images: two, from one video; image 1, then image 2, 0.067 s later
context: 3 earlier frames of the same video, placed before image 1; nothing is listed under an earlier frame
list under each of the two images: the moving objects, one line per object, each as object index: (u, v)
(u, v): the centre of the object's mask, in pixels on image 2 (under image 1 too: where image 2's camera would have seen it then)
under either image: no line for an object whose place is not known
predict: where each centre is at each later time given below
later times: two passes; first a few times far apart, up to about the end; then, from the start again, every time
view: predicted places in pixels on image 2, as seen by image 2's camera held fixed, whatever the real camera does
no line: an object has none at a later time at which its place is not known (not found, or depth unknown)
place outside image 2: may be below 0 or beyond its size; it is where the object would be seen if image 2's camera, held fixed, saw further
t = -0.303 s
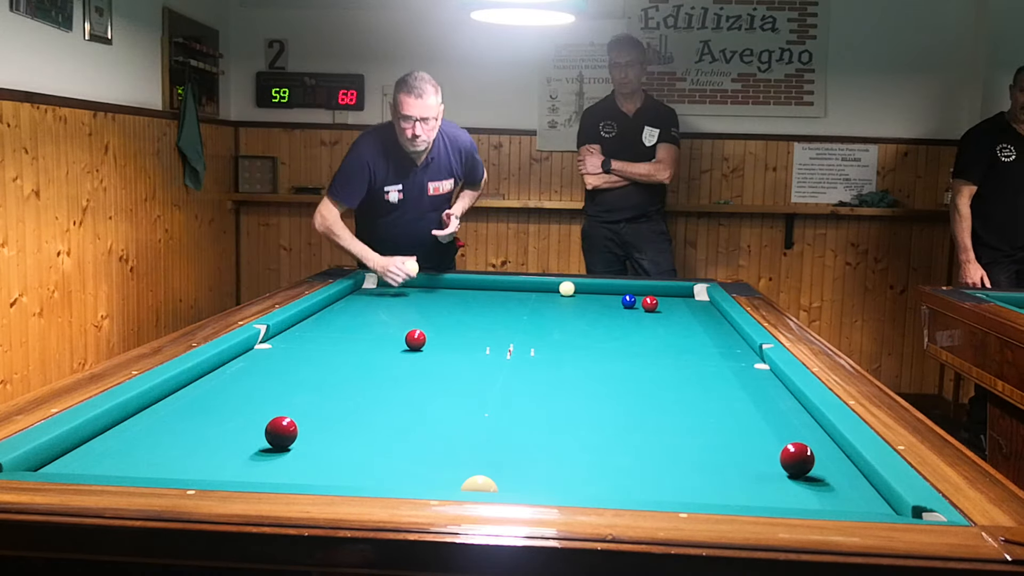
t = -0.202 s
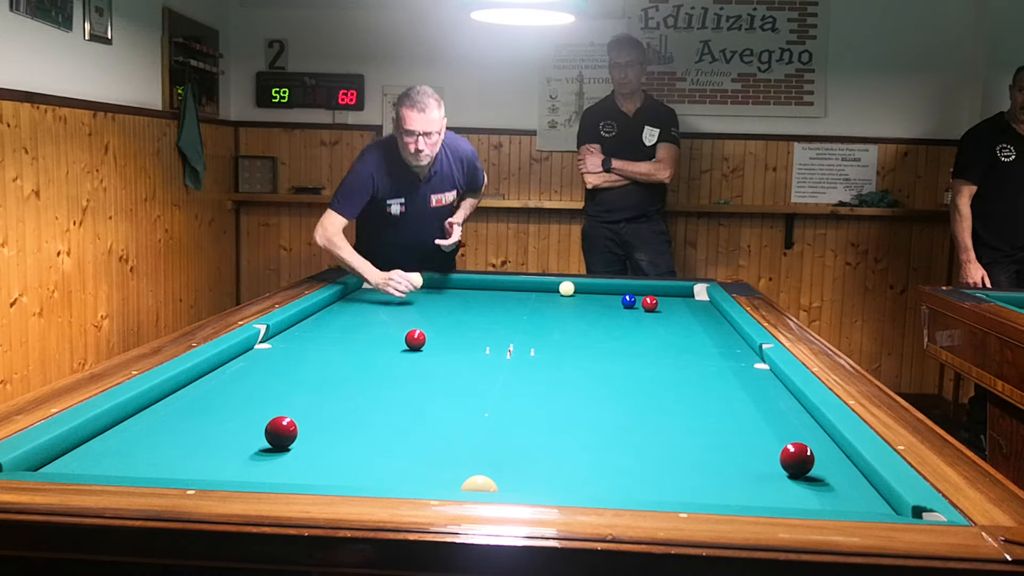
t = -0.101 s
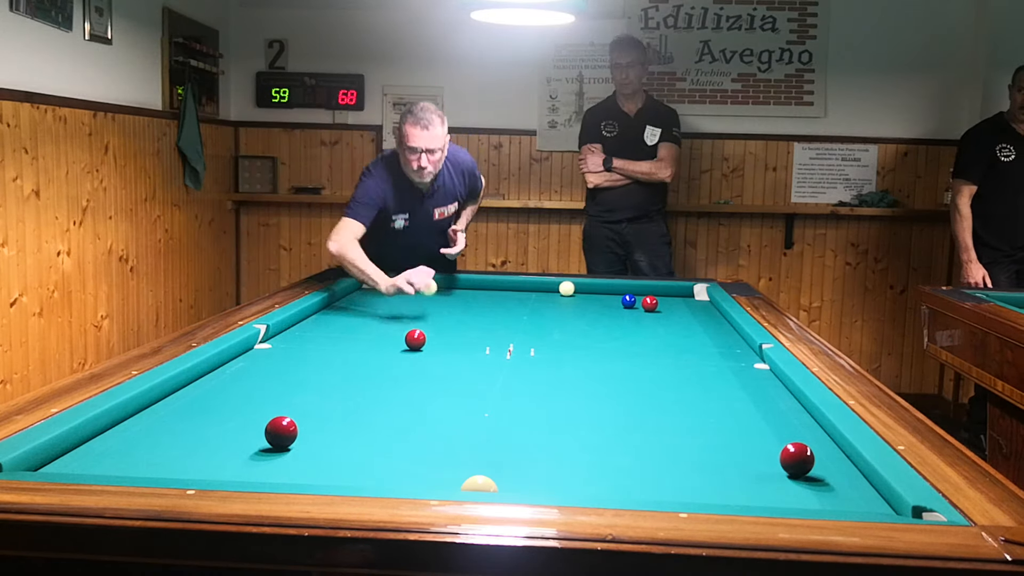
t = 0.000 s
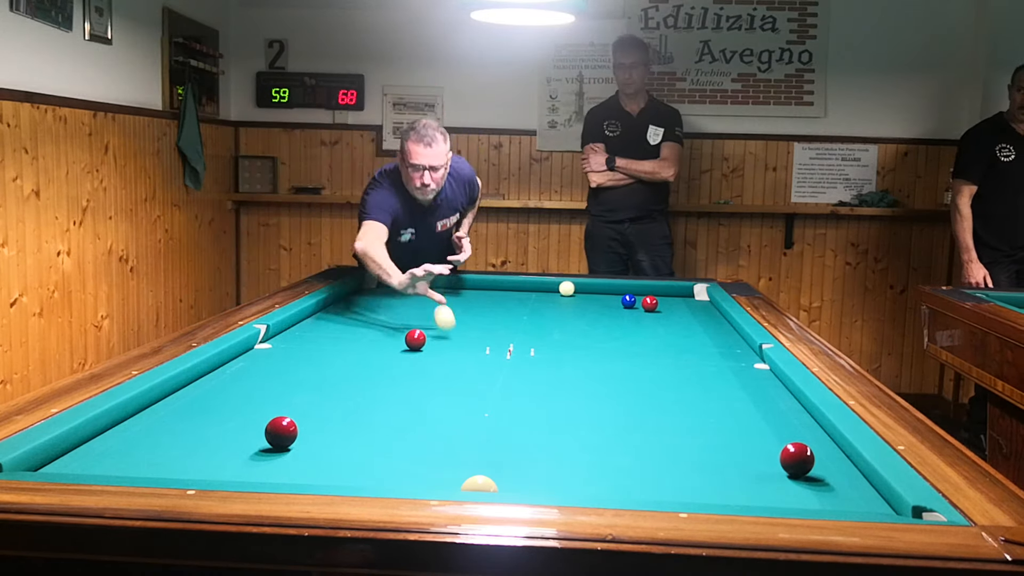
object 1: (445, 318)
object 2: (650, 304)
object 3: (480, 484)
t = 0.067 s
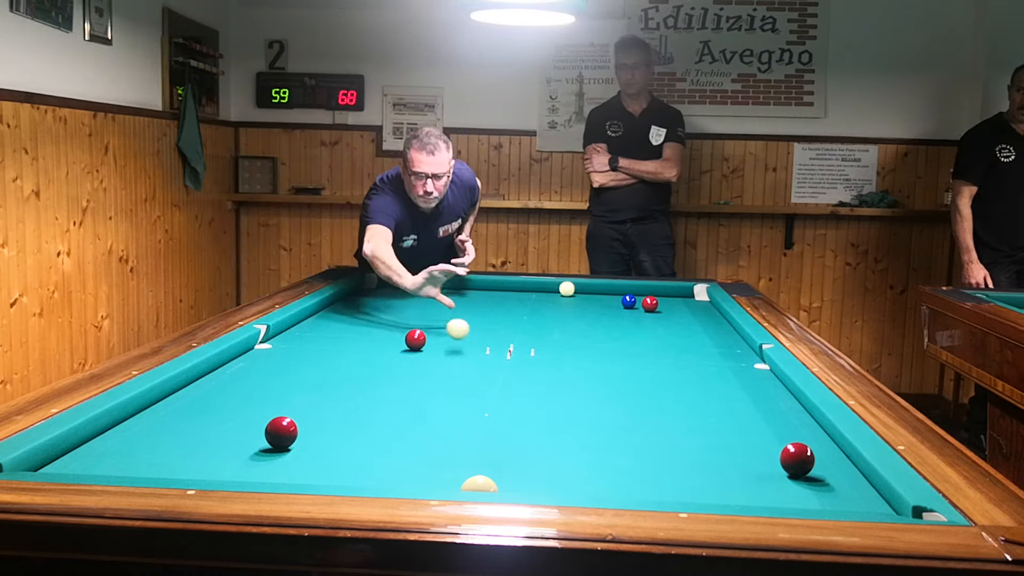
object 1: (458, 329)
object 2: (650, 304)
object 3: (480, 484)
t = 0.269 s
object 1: (509, 382)
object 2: (650, 304)
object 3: (480, 484)
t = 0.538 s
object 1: (634, 494)
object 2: (650, 304)
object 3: (479, 484)
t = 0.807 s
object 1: (682, 420)
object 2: (650, 304)
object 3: (480, 484)
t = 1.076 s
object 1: (708, 374)
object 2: (650, 304)
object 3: (479, 484)
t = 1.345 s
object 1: (725, 343)
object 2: (650, 304)
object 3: (480, 484)
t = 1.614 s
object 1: (711, 319)
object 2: (650, 304)
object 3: (479, 484)
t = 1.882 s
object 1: (685, 302)
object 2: (650, 304)
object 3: (480, 484)
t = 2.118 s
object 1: (668, 292)
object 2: (650, 304)
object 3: (479, 484)
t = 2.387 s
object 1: (654, 298)
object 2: (650, 304)
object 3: (479, 484)
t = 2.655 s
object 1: (638, 301)
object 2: (644, 311)
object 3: (479, 484)
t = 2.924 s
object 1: (627, 304)
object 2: (638, 318)
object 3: (479, 484)
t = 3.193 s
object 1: (616, 306)
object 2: (632, 325)
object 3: (479, 484)
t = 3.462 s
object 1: (604, 307)
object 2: (625, 333)
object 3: (479, 484)
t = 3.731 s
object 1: (593, 308)
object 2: (618, 341)
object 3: (479, 484)
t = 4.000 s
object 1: (583, 310)
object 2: (610, 350)
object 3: (479, 484)
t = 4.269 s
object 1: (573, 311)
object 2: (602, 360)
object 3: (479, 484)
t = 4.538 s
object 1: (563, 313)
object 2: (593, 371)
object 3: (479, 484)
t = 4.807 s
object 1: (554, 314)
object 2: (584, 382)
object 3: (480, 484)
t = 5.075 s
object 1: (546, 316)
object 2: (573, 395)
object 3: (480, 484)
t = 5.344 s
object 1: (538, 317)
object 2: (562, 408)
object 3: (480, 484)
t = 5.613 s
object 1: (531, 318)
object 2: (549, 423)
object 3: (480, 484)
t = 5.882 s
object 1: (525, 319)
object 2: (536, 439)
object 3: (479, 484)
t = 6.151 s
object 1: (519, 320)
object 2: (521, 457)
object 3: (480, 484)
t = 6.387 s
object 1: (514, 321)
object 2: (508, 474)
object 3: (480, 484)
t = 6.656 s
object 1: (509, 322)
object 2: (504, 482)
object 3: (465, 488)
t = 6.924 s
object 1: (505, 323)
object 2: (512, 486)
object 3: (456, 483)
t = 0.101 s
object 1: (465, 332)
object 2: (650, 304)
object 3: (480, 484)
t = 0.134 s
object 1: (473, 340)
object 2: (650, 304)
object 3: (480, 484)
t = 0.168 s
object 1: (481, 353)
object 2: (650, 304)
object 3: (480, 484)
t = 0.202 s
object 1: (490, 370)
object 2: (650, 304)
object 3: (480, 484)
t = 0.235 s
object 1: (499, 373)
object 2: (650, 304)
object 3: (479, 484)
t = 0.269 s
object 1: (509, 382)
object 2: (650, 304)
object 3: (480, 484)
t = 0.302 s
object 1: (521, 400)
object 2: (650, 304)
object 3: (480, 484)
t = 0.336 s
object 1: (533, 411)
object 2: (650, 304)
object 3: (479, 484)
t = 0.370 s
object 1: (546, 424)
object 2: (650, 304)
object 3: (479, 484)
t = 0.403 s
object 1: (560, 441)
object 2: (650, 304)
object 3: (480, 484)
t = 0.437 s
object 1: (576, 457)
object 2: (650, 304)
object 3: (479, 484)
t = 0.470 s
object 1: (594, 474)
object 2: (650, 304)
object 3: (479, 484)
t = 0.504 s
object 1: (613, 486)
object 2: (650, 304)
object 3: (479, 484)
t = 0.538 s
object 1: (634, 494)
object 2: (650, 304)
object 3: (479, 484)
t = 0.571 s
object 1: (642, 487)
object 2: (650, 304)
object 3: (480, 484)
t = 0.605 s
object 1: (650, 479)
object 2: (650, 304)
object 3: (480, 484)
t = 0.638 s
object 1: (656, 468)
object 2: (650, 304)
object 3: (479, 484)
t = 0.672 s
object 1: (662, 456)
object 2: (650, 304)
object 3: (480, 484)
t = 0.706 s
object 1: (668, 446)
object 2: (650, 304)
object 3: (480, 484)
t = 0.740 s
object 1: (673, 437)
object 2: (650, 304)
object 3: (480, 484)
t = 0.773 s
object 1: (678, 428)
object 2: (650, 304)
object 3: (480, 484)
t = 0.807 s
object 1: (682, 420)
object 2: (650, 304)
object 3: (480, 484)
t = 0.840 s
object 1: (686, 413)
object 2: (650, 304)
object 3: (480, 484)
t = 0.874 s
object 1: (690, 406)
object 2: (650, 304)
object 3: (480, 484)
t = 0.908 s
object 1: (693, 400)
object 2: (650, 304)
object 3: (480, 484)
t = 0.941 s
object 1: (696, 394)
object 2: (650, 304)
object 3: (480, 484)
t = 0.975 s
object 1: (699, 389)
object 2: (650, 304)
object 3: (480, 484)
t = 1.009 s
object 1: (702, 383)
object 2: (650, 304)
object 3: (480, 484)
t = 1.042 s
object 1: (705, 379)
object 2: (650, 304)
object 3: (480, 484)
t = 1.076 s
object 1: (708, 374)
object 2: (650, 304)
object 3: (479, 484)
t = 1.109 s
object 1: (710, 369)
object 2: (650, 304)
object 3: (479, 484)
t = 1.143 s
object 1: (712, 365)
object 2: (650, 304)
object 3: (480, 484)
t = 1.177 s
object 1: (715, 361)
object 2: (650, 304)
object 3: (480, 484)
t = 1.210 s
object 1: (717, 357)
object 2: (650, 304)
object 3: (480, 484)
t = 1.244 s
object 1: (719, 353)
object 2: (650, 304)
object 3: (480, 484)
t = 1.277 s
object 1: (721, 350)
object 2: (650, 304)
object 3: (480, 484)
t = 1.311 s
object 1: (723, 346)
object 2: (650, 304)
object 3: (480, 484)
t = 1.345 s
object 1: (725, 343)
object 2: (650, 304)
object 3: (480, 484)
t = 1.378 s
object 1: (726, 339)
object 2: (650, 304)
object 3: (480, 484)
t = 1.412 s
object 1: (728, 336)
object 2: (650, 304)
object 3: (480, 484)
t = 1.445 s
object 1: (730, 333)
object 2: (650, 304)
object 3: (479, 484)
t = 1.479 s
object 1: (730, 330)
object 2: (650, 304)
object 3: (480, 484)
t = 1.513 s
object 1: (724, 327)
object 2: (650, 304)
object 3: (480, 484)
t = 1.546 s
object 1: (719, 325)
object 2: (650, 304)
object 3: (479, 484)
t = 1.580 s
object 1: (715, 322)
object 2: (650, 304)
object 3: (479, 484)
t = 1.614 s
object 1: (711, 319)
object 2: (650, 304)
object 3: (479, 484)
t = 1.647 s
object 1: (708, 317)
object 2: (650, 304)
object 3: (479, 484)
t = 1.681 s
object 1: (704, 314)
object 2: (650, 304)
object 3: (479, 484)
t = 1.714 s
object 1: (701, 312)
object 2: (650, 304)
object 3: (479, 484)
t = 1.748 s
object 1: (697, 310)
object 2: (650, 304)
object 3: (479, 484)
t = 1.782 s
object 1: (694, 308)
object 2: (650, 304)
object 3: (479, 484)
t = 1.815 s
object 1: (691, 306)
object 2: (650, 304)
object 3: (479, 484)
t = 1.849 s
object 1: (688, 304)
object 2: (650, 304)
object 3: (479, 484)
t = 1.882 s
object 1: (685, 302)
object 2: (650, 304)
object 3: (480, 484)
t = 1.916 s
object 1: (683, 300)
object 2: (650, 304)
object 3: (479, 484)
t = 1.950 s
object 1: (680, 298)
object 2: (650, 304)
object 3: (479, 484)
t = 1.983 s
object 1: (677, 296)
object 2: (650, 304)
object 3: (479, 484)
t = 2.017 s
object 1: (675, 294)
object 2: (650, 304)
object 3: (479, 484)
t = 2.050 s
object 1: (672, 292)
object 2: (650, 304)
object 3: (479, 484)
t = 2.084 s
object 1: (670, 291)
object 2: (650, 304)
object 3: (479, 484)
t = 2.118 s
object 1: (668, 292)
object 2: (650, 304)
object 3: (479, 484)
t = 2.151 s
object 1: (666, 293)
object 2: (650, 304)
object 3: (479, 484)
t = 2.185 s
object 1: (664, 295)
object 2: (650, 304)
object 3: (479, 484)
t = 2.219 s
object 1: (662, 296)
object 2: (649, 304)
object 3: (479, 484)
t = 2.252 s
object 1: (661, 297)
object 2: (649, 304)
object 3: (479, 484)
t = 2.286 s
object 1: (659, 297)
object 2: (649, 304)
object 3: (479, 484)
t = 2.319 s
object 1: (658, 298)
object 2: (649, 304)
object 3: (479, 484)
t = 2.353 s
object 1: (656, 298)
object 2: (649, 304)
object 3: (479, 484)
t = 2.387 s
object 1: (654, 298)
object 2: (650, 304)
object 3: (479, 484)
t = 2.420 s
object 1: (652, 298)
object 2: (649, 305)
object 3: (479, 484)
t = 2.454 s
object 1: (649, 297)
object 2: (648, 306)
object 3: (479, 484)
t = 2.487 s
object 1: (647, 298)
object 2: (647, 307)
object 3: (479, 484)
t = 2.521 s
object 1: (645, 298)
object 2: (647, 308)
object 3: (479, 484)
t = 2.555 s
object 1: (643, 299)
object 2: (646, 309)
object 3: (479, 484)
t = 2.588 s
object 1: (642, 299)
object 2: (645, 310)
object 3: (479, 484)
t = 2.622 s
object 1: (640, 300)
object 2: (645, 310)
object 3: (479, 484)
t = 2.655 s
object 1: (638, 301)
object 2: (644, 311)
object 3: (479, 484)
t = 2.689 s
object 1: (637, 301)
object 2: (643, 312)
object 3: (479, 484)
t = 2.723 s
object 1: (635, 302)
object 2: (642, 313)
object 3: (479, 484)
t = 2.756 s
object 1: (634, 302)
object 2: (642, 314)
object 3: (479, 484)
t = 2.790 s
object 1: (633, 302)
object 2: (641, 314)
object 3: (479, 484)
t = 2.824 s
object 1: (631, 303)
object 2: (640, 315)
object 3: (479, 484)
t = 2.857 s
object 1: (630, 303)
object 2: (639, 316)
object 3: (479, 484)
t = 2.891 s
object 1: (629, 304)
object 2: (639, 317)
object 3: (479, 484)
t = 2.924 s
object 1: (627, 304)
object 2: (638, 318)
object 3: (479, 484)
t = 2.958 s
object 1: (626, 304)
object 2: (637, 319)
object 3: (479, 484)
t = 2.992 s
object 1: (624, 304)
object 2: (636, 319)
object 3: (479, 484)
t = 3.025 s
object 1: (623, 305)
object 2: (635, 320)
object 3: (479, 484)
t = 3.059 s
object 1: (622, 305)
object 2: (635, 321)
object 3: (479, 484)
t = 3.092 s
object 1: (620, 305)
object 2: (634, 322)
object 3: (479, 484)
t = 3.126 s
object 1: (618, 305)
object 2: (633, 323)
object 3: (479, 484)
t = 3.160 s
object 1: (617, 306)
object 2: (632, 324)
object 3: (479, 484)
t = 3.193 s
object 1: (616, 306)
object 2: (632, 325)
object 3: (479, 484)
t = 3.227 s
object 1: (614, 306)
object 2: (631, 326)
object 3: (479, 484)
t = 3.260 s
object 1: (613, 306)
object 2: (630, 327)
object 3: (479, 484)
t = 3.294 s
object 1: (611, 306)
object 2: (629, 328)
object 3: (479, 484)
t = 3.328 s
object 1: (610, 306)
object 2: (628, 329)
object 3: (479, 484)
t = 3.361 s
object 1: (608, 307)
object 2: (628, 330)
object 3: (479, 484)
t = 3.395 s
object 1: (607, 307)
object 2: (627, 331)
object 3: (479, 484)
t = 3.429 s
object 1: (606, 307)
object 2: (626, 332)
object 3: (479, 484)
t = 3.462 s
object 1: (604, 307)
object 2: (625, 333)
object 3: (479, 484)
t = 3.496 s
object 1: (603, 307)
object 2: (624, 334)
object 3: (479, 484)
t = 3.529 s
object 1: (602, 307)
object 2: (623, 335)
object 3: (479, 484)
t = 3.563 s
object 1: (600, 308)
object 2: (622, 336)
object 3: (479, 484)
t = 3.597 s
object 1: (599, 308)
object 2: (622, 337)
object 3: (479, 484)
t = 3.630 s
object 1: (597, 308)
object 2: (621, 338)
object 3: (479, 484)
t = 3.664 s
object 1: (596, 308)
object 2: (620, 339)
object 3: (479, 484)
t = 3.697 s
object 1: (595, 308)
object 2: (619, 340)
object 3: (479, 484)
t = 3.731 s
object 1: (593, 308)
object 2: (618, 341)
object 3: (479, 484)
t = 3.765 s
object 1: (592, 309)
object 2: (617, 342)
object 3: (479, 484)
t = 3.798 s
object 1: (591, 309)
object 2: (616, 343)
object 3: (479, 484)
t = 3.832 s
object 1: (589, 309)
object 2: (615, 345)
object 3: (479, 484)
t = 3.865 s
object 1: (588, 309)
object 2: (614, 346)
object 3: (479, 484)
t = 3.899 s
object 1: (587, 309)
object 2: (613, 347)
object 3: (479, 484)
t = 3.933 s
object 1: (585, 310)
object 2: (612, 348)
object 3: (479, 484)
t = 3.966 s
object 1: (584, 310)
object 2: (611, 349)
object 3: (479, 484)
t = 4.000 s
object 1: (583, 310)
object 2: (610, 350)
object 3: (479, 484)
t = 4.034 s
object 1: (581, 310)
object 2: (609, 351)
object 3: (479, 484)
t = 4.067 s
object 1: (580, 310)
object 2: (608, 353)
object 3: (479, 484)
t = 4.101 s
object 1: (579, 310)
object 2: (607, 354)
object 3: (479, 484)
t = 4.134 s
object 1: (578, 311)
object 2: (606, 355)
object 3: (479, 484)
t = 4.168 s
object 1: (576, 311)
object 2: (605, 356)
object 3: (479, 484)
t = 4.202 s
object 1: (575, 311)
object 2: (604, 357)
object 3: (479, 484)
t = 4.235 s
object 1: (574, 311)
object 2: (603, 359)
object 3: (479, 484)
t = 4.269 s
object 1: (573, 311)
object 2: (602, 360)
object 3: (479, 484)
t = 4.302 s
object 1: (572, 312)
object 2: (601, 361)
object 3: (479, 484)
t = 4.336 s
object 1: (570, 312)
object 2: (600, 363)
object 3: (479, 484)
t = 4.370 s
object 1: (569, 312)
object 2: (599, 364)
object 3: (479, 484)
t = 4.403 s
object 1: (568, 312)
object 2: (598, 365)
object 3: (479, 484)
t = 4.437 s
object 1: (567, 312)
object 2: (597, 366)
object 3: (479, 484)
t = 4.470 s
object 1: (565, 312)
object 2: (596, 368)
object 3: (479, 484)
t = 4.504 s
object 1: (564, 312)
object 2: (594, 369)
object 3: (479, 484)
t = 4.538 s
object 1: (563, 313)
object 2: (593, 371)
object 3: (479, 484)
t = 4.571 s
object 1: (562, 313)
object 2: (592, 372)
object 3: (479, 484)
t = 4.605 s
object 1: (561, 313)
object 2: (591, 373)
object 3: (479, 484)
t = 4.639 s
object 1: (560, 313)
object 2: (590, 375)
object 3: (479, 484)
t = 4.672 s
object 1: (559, 313)
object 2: (589, 376)
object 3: (479, 484)
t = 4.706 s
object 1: (557, 314)
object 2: (587, 378)
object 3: (479, 484)
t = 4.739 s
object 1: (556, 314)
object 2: (586, 379)
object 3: (480, 484)
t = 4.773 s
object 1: (555, 314)
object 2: (585, 381)
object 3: (479, 484)
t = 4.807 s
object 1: (554, 314)
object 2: (584, 382)
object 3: (480, 484)
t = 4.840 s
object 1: (553, 314)
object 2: (582, 384)
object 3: (480, 484)
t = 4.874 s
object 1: (552, 314)
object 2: (581, 385)
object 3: (480, 484)
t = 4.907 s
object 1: (551, 315)
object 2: (580, 387)
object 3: (480, 484)
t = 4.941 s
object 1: (550, 315)
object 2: (578, 388)
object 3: (479, 484)
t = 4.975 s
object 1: (549, 315)
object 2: (577, 390)
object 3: (480, 484)
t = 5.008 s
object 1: (548, 315)
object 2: (576, 391)
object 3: (480, 484)
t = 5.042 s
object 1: (547, 315)
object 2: (574, 393)
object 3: (480, 484)
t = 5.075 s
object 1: (546, 316)
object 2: (573, 395)
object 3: (480, 484)
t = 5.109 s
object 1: (545, 316)
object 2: (572, 396)
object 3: (480, 484)
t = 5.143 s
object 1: (544, 316)
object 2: (570, 398)
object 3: (480, 484)
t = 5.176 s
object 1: (543, 316)
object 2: (569, 400)
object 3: (480, 484)
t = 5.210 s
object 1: (542, 316)
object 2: (568, 401)
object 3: (480, 484)
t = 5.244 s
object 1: (541, 316)
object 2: (566, 403)
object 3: (480, 484)
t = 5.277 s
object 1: (540, 316)
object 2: (565, 405)
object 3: (480, 484)
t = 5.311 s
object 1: (539, 317)
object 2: (563, 406)
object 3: (480, 484)
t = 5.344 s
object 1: (538, 317)
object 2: (562, 408)
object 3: (480, 484)
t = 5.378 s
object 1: (537, 317)
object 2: (560, 410)
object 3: (480, 484)
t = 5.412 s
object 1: (536, 317)
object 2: (559, 412)
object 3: (480, 484)
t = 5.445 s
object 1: (536, 317)
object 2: (557, 414)
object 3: (480, 484)
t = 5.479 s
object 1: (534, 317)
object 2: (556, 416)
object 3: (480, 484)
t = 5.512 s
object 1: (534, 317)
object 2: (554, 417)
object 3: (480, 484)
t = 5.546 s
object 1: (533, 317)
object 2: (552, 420)
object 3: (480, 484)
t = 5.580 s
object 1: (532, 318)
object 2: (551, 421)
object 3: (480, 484)
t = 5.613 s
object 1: (531, 318)
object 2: (549, 423)
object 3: (480, 484)
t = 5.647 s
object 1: (530, 318)
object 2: (547, 425)
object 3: (480, 484)
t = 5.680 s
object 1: (529, 318)
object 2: (546, 427)
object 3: (480, 484)
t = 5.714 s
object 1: (529, 318)
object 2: (544, 429)
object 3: (480, 484)
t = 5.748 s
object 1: (528, 319)
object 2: (543, 431)
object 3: (479, 484)
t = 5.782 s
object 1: (527, 319)
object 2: (541, 433)
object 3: (479, 484)
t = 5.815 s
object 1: (526, 319)
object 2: (539, 435)
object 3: (479, 484)
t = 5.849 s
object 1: (525, 319)
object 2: (537, 437)
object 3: (479, 484)
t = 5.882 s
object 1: (525, 319)
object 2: (536, 439)
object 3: (479, 484)
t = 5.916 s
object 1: (524, 319)
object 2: (534, 441)
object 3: (479, 484)
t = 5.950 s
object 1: (523, 319)
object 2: (532, 444)
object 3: (480, 484)
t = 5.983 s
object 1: (522, 319)
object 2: (530, 446)
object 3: (480, 484)
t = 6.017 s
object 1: (522, 320)
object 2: (528, 448)
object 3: (479, 484)
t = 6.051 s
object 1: (521, 320)
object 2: (527, 450)
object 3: (479, 484)
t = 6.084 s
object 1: (520, 320)
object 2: (525, 453)
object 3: (479, 484)
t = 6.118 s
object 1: (519, 320)
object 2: (523, 455)
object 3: (479, 484)
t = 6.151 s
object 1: (519, 320)
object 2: (521, 457)
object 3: (480, 484)
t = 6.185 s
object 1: (518, 320)
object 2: (519, 459)
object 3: (479, 484)
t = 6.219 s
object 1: (517, 320)
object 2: (517, 462)
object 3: (479, 484)
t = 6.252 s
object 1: (517, 321)
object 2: (515, 465)
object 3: (479, 484)
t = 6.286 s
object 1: (516, 321)
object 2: (513, 467)
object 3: (480, 484)
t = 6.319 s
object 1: (515, 321)
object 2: (511, 469)
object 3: (480, 484)
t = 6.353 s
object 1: (515, 321)
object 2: (509, 472)
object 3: (480, 484)
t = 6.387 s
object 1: (514, 321)
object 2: (508, 474)
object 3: (480, 484)
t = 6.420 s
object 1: (513, 321)
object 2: (506, 475)
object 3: (480, 484)
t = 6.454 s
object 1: (513, 321)
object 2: (505, 476)
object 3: (480, 484)
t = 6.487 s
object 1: (512, 321)
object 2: (504, 478)
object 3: (480, 484)
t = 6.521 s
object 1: (511, 321)
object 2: (503, 479)
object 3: (480, 484)
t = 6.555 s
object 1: (511, 321)
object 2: (503, 480)
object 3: (475, 486)
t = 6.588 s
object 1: (510, 322)
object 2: (503, 481)
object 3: (471, 486)
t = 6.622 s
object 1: (510, 322)
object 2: (503, 482)
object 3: (469, 487)
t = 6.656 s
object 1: (509, 322)
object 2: (504, 482)
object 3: (465, 488)
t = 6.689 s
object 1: (509, 322)
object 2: (505, 483)
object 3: (464, 487)
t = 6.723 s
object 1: (508, 322)
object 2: (506, 483)
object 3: (463, 487)
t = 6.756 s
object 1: (507, 322)
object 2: (507, 483)
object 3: (462, 486)
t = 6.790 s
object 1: (507, 322)
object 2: (508, 484)
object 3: (461, 486)
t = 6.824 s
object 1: (506, 322)
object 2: (509, 484)
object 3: (459, 485)
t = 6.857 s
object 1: (506, 322)
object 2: (510, 485)
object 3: (458, 484)
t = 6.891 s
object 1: (505, 322)
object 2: (511, 485)
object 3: (457, 484)
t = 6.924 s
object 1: (505, 323)
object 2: (512, 486)
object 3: (456, 483)
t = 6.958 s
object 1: (504, 323)
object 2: (513, 486)
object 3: (455, 483)
